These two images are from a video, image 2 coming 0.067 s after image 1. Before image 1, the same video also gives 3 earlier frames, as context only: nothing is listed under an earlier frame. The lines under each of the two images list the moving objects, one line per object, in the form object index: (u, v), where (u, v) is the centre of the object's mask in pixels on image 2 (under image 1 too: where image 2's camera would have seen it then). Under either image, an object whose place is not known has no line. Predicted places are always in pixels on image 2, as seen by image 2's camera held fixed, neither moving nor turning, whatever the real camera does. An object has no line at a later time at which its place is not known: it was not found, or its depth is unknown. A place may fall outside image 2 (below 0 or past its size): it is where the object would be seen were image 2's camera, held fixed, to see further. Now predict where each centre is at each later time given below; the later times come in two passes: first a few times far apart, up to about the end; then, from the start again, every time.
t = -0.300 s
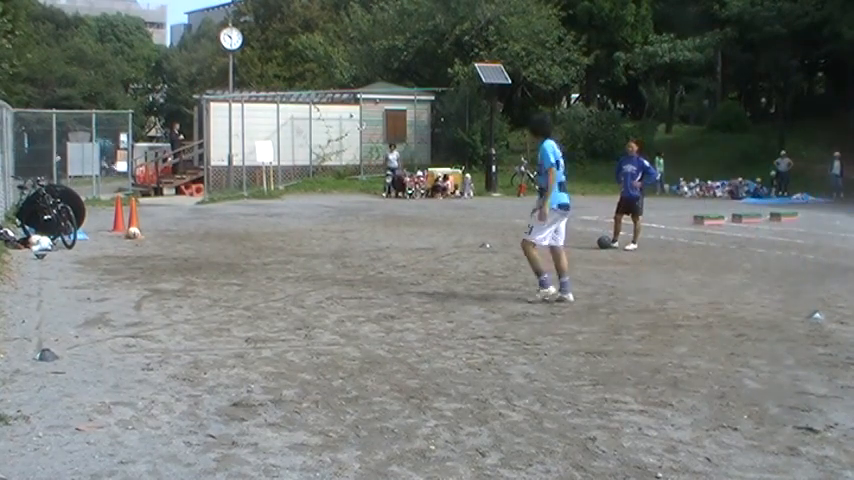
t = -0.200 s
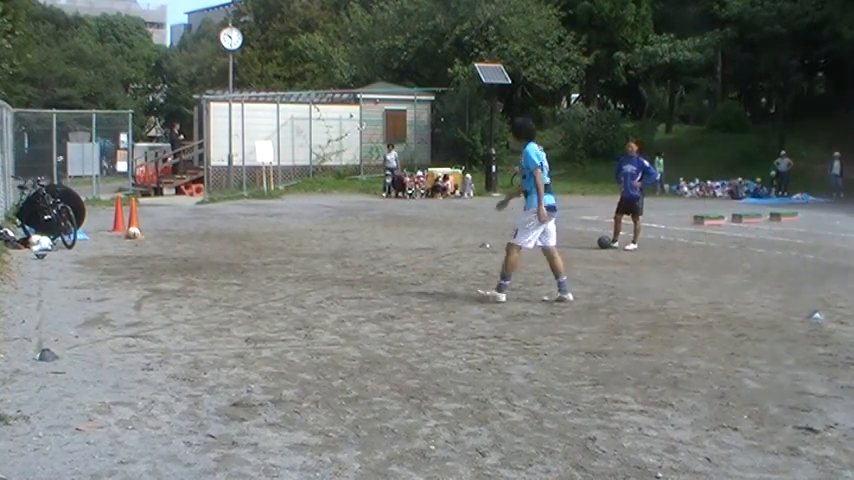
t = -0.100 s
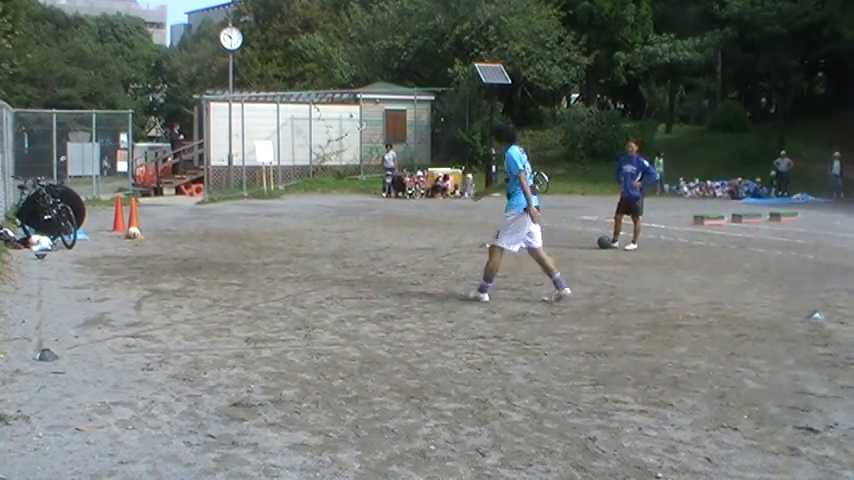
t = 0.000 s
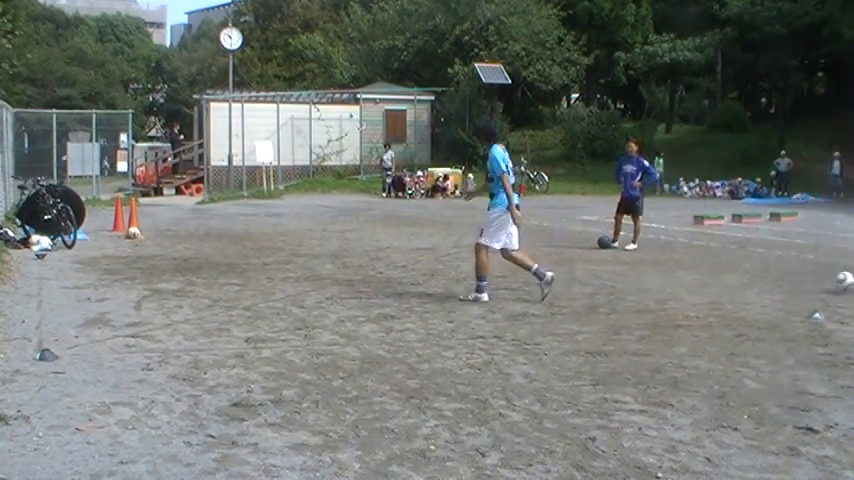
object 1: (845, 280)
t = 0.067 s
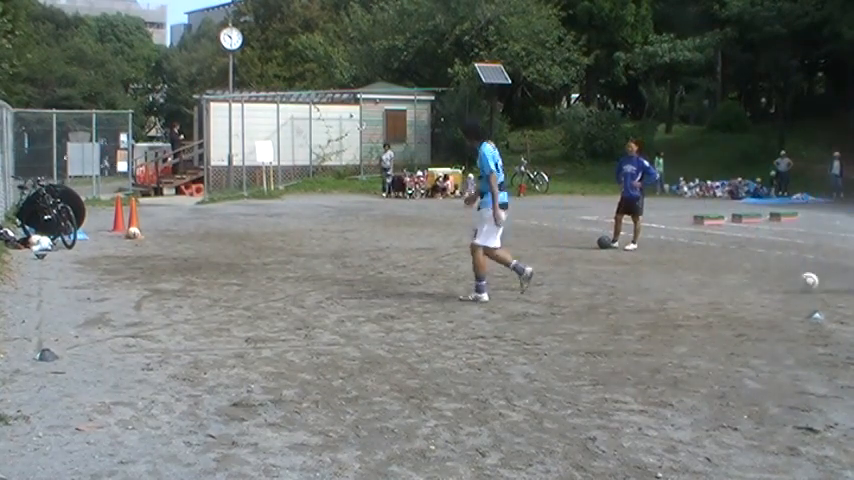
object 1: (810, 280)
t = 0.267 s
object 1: (721, 277)
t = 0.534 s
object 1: (616, 273)
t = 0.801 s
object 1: (521, 269)
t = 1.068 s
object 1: (433, 266)
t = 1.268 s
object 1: (376, 257)
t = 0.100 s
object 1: (793, 279)
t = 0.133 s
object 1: (778, 278)
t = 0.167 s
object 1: (763, 279)
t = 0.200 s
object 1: (748, 281)
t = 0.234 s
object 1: (734, 279)
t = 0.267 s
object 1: (721, 277)
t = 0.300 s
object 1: (707, 278)
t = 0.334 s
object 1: (693, 277)
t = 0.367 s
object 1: (680, 277)
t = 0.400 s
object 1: (668, 276)
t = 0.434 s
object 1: (654, 276)
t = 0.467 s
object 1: (641, 275)
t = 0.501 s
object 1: (629, 274)
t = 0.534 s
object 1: (616, 273)
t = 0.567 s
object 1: (605, 274)
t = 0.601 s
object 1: (592, 272)
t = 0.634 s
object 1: (580, 270)
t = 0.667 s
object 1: (568, 270)
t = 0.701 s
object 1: (556, 271)
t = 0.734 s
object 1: (545, 270)
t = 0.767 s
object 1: (533, 269)
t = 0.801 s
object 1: (521, 269)
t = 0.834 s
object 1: (509, 268)
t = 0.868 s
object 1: (498, 269)
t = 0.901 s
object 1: (487, 268)
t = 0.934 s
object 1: (476, 268)
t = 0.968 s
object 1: (465, 267)
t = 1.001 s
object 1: (454, 266)
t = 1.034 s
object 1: (444, 266)
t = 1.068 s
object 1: (433, 266)
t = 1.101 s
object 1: (423, 262)
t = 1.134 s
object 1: (414, 259)
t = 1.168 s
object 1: (404, 257)
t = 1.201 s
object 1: (395, 256)
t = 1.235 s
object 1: (386, 256)
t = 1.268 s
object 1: (376, 257)
